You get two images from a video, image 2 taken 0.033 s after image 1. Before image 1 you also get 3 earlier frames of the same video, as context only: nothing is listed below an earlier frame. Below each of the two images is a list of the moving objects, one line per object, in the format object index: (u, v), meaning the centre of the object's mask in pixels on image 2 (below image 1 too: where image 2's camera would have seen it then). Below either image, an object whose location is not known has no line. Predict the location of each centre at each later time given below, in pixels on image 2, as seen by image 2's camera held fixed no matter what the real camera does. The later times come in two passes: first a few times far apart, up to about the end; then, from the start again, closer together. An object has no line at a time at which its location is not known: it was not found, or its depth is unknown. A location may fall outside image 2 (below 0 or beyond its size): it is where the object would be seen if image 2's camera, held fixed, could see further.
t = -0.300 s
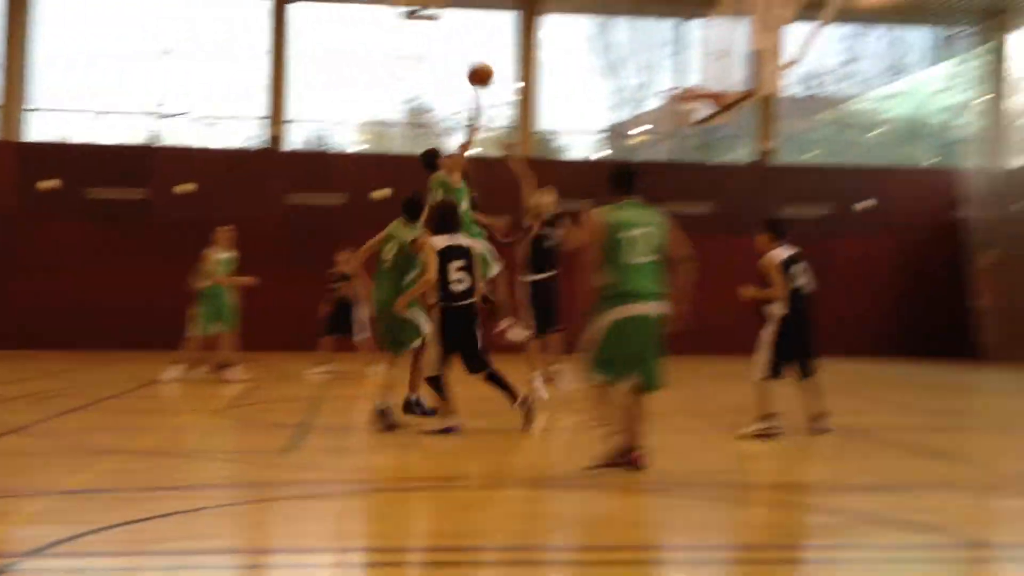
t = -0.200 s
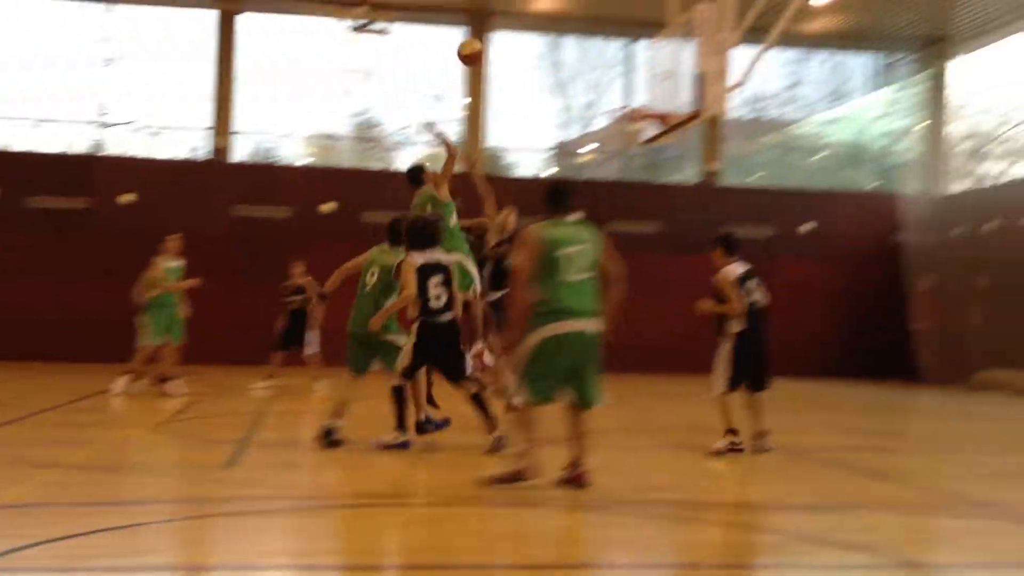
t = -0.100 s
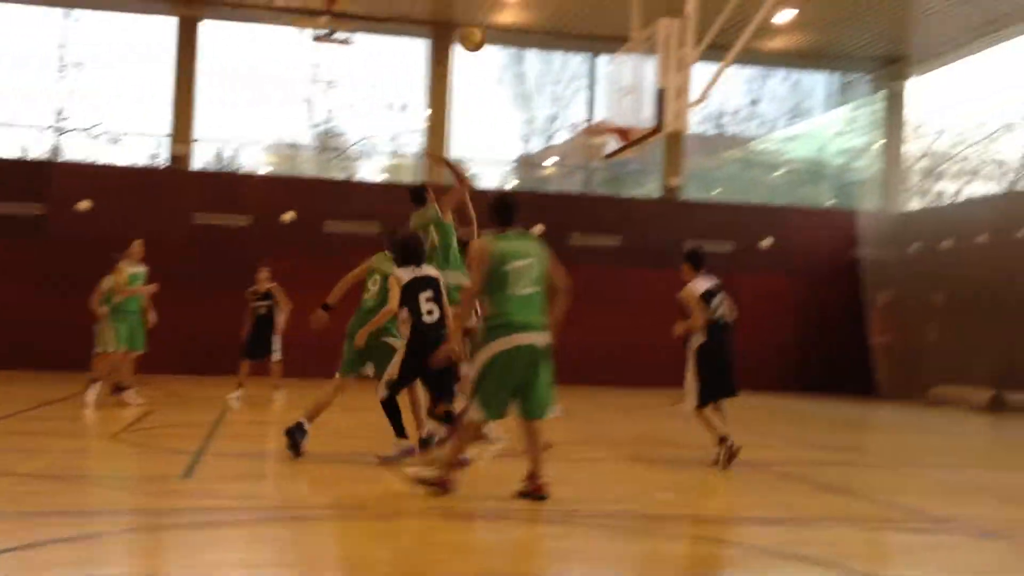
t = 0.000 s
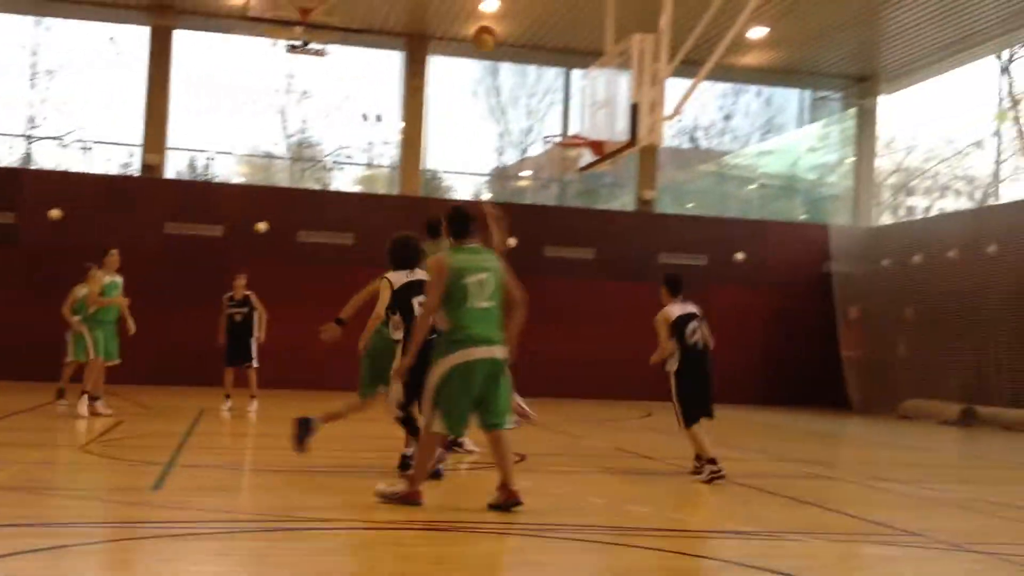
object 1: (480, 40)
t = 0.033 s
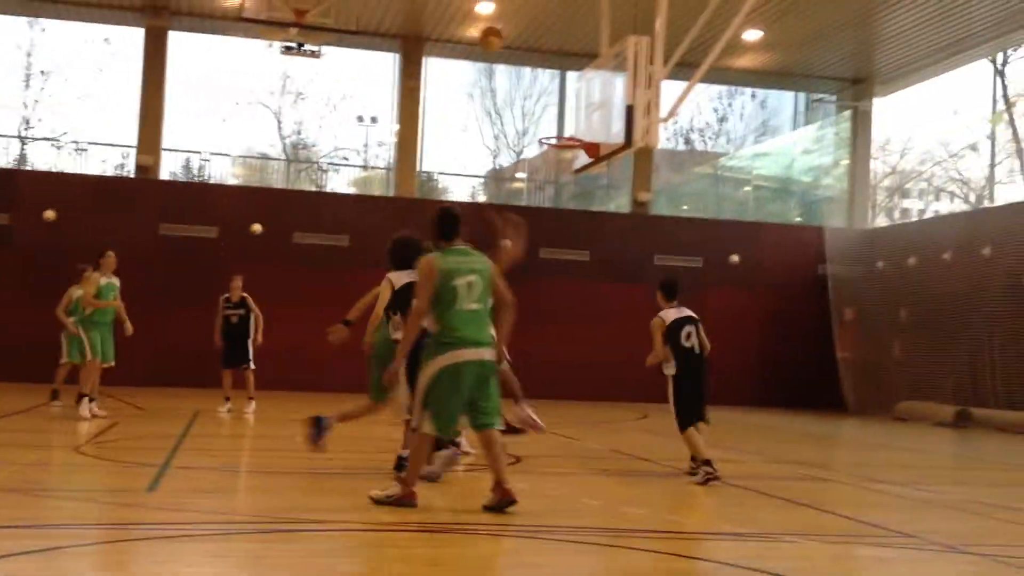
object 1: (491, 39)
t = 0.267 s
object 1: (566, 55)
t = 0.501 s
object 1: (561, 107)
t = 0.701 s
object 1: (511, 116)
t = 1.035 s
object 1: (433, 163)
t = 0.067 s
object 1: (503, 37)
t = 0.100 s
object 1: (514, 39)
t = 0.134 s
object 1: (525, 41)
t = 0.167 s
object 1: (536, 39)
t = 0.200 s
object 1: (548, 44)
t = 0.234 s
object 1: (557, 49)
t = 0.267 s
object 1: (566, 55)
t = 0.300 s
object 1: (576, 62)
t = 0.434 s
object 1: (580, 91)
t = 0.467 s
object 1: (570, 99)
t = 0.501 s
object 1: (561, 107)
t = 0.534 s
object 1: (551, 116)
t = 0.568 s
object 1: (542, 125)
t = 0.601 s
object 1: (535, 122)
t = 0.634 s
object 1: (527, 119)
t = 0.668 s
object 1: (519, 117)
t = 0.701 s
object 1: (511, 116)
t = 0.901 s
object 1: (465, 131)
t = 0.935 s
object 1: (457, 137)
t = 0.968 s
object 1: (449, 145)
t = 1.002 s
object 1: (441, 153)
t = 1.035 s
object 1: (433, 163)
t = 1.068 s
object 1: (426, 174)
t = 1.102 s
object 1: (419, 187)
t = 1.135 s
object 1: (408, 203)
